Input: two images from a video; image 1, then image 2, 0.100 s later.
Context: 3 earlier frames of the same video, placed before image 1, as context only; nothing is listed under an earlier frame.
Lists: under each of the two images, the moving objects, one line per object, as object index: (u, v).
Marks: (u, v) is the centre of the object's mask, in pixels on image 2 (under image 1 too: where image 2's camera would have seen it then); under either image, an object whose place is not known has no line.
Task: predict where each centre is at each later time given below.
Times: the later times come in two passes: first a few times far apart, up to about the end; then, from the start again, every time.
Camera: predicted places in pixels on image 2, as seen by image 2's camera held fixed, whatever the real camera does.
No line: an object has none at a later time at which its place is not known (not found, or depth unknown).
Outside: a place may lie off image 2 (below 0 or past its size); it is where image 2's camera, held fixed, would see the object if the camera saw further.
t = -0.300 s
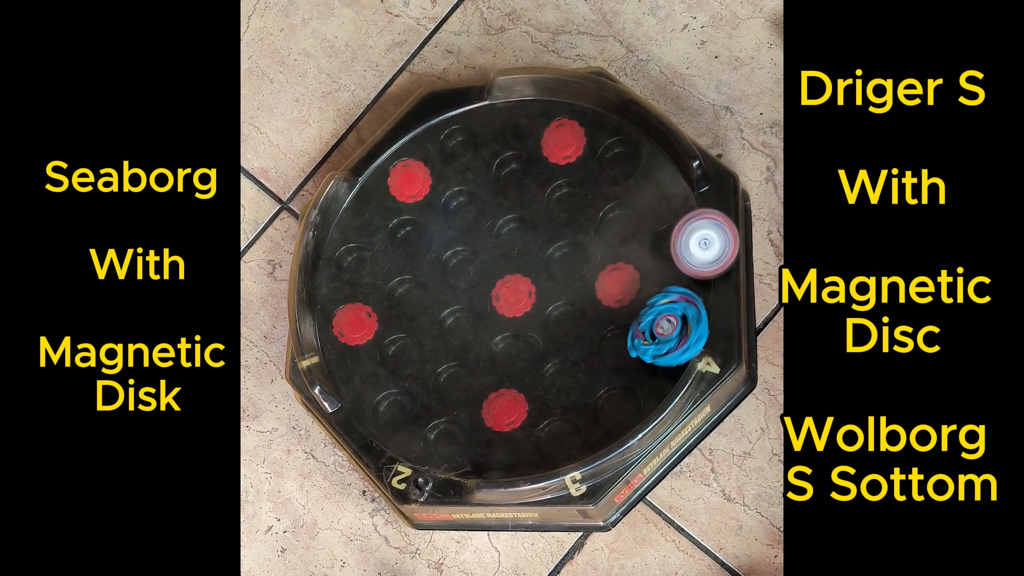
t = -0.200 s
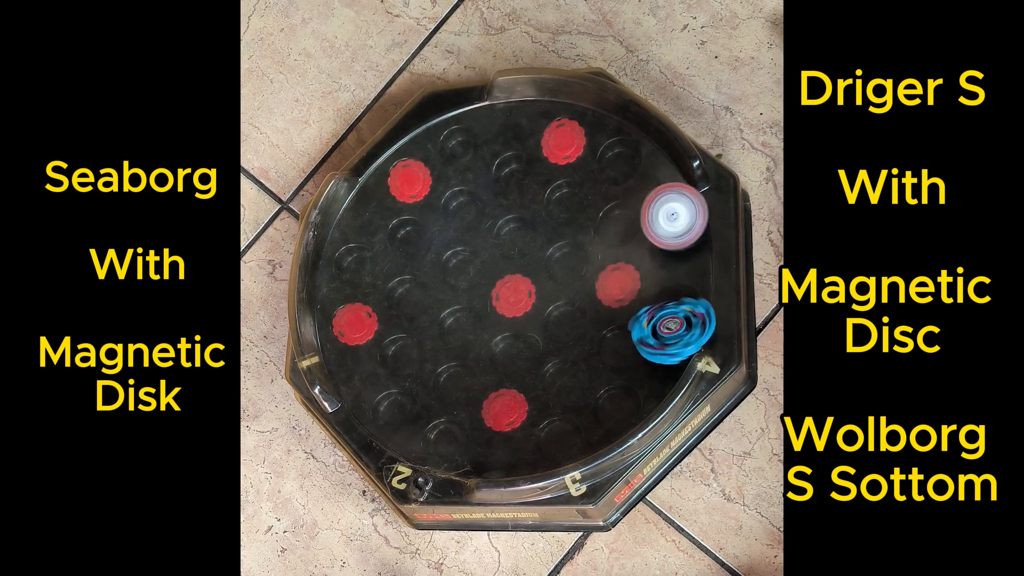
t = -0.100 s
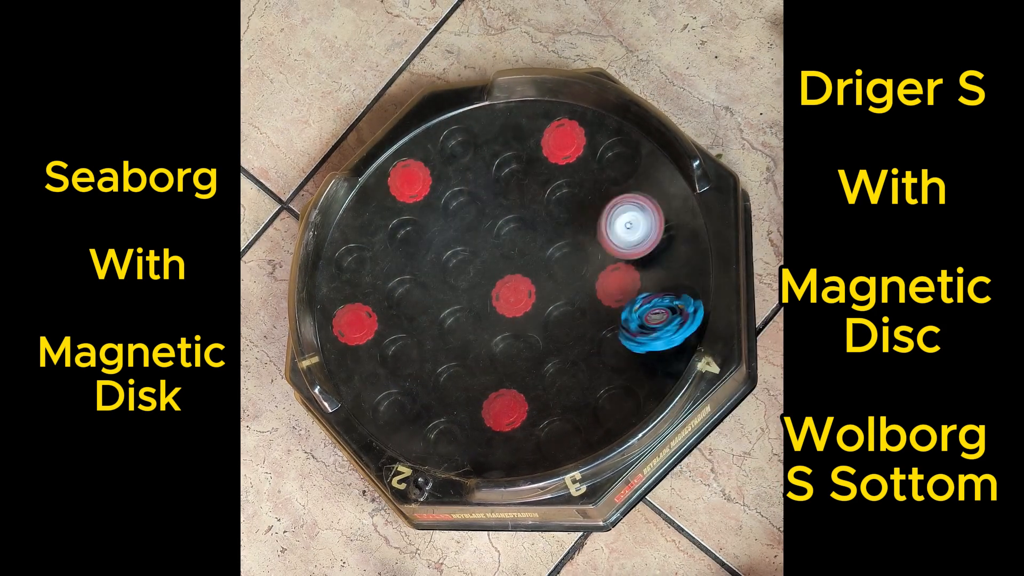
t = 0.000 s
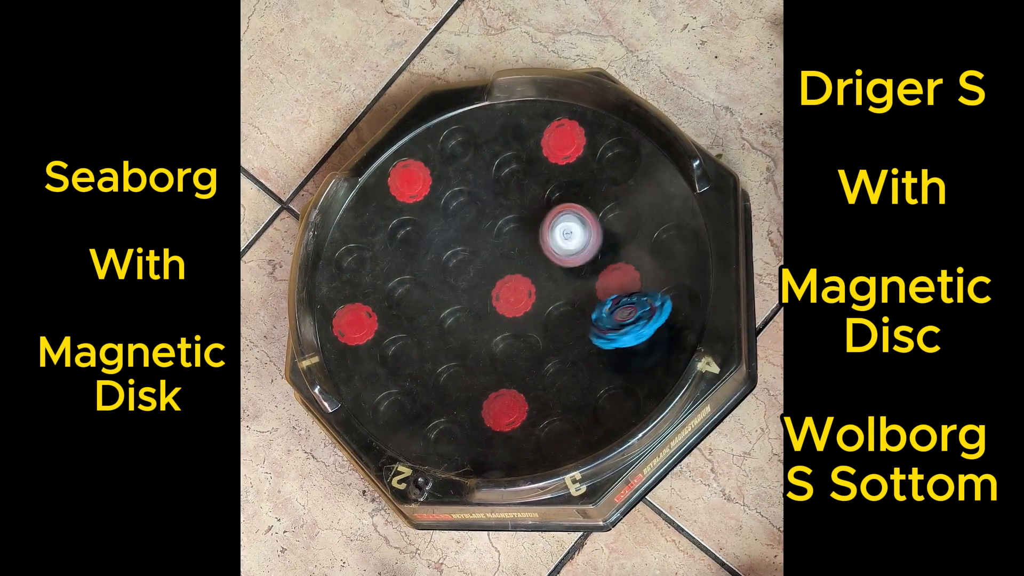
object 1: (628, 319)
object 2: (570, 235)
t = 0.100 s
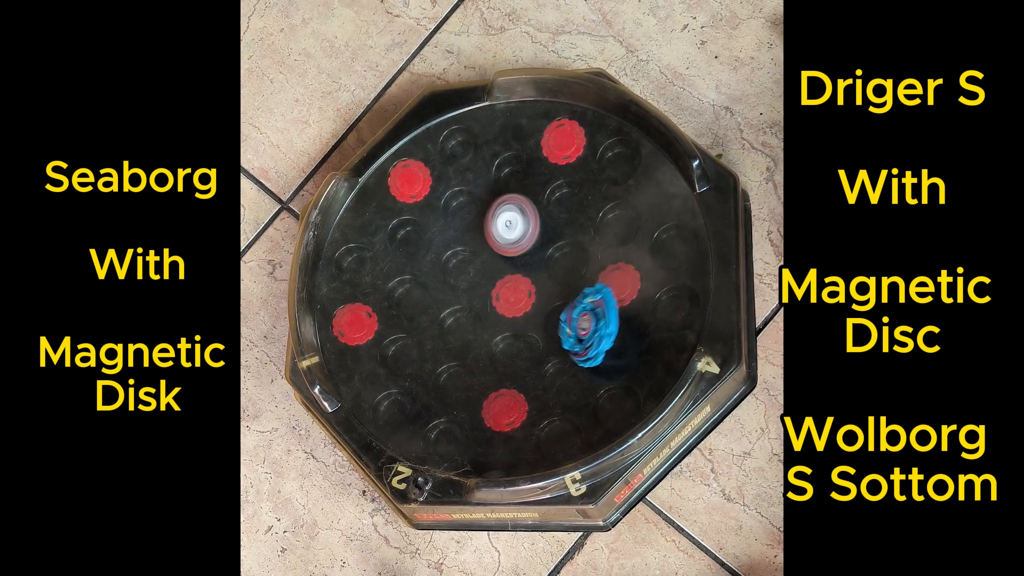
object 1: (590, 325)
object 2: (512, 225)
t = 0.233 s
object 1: (550, 316)
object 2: (492, 221)
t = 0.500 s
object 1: (523, 281)
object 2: (526, 192)
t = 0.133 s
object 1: (575, 326)
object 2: (501, 221)
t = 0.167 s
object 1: (565, 325)
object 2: (495, 219)
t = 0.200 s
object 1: (557, 320)
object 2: (492, 219)
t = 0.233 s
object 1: (550, 316)
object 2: (492, 221)
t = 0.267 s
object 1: (543, 311)
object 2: (496, 225)
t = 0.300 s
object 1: (534, 305)
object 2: (501, 230)
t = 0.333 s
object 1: (522, 300)
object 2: (509, 232)
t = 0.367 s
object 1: (510, 306)
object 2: (515, 214)
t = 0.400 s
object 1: (503, 299)
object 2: (520, 199)
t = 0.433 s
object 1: (508, 285)
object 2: (524, 191)
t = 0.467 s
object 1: (518, 280)
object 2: (526, 188)
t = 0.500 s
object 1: (523, 281)
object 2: (526, 192)
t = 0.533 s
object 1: (520, 285)
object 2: (524, 201)
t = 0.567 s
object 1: (516, 286)
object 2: (522, 215)
